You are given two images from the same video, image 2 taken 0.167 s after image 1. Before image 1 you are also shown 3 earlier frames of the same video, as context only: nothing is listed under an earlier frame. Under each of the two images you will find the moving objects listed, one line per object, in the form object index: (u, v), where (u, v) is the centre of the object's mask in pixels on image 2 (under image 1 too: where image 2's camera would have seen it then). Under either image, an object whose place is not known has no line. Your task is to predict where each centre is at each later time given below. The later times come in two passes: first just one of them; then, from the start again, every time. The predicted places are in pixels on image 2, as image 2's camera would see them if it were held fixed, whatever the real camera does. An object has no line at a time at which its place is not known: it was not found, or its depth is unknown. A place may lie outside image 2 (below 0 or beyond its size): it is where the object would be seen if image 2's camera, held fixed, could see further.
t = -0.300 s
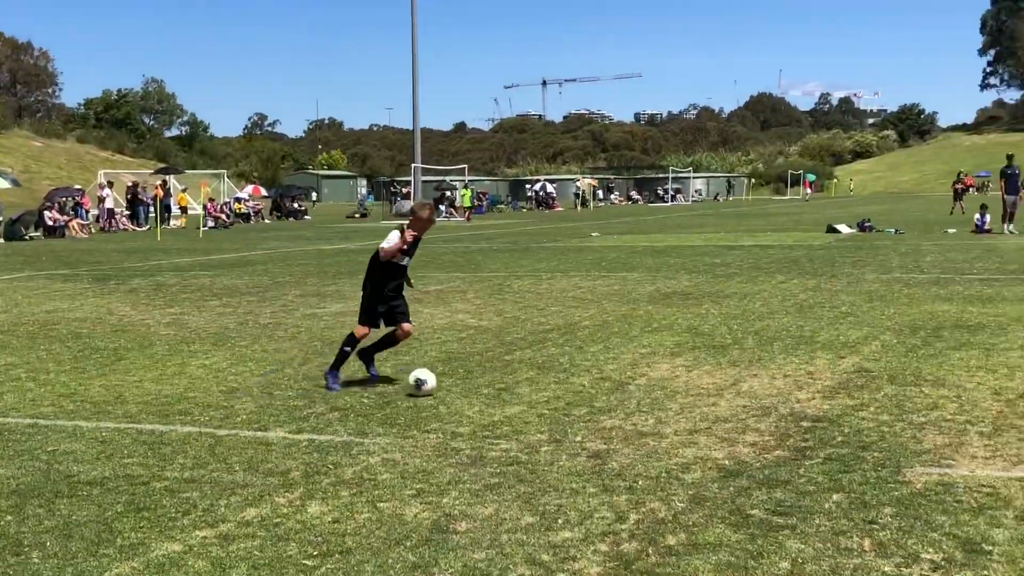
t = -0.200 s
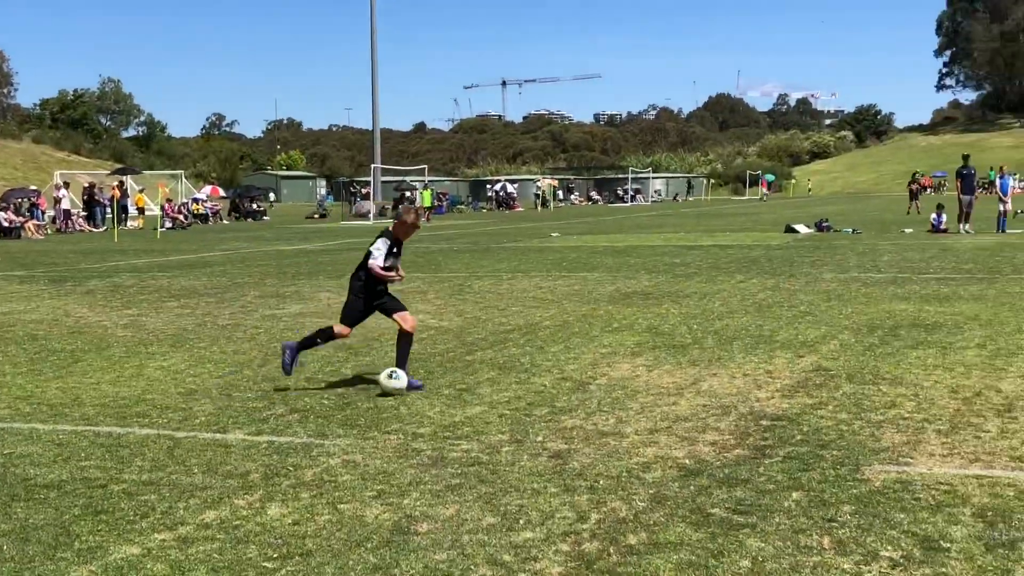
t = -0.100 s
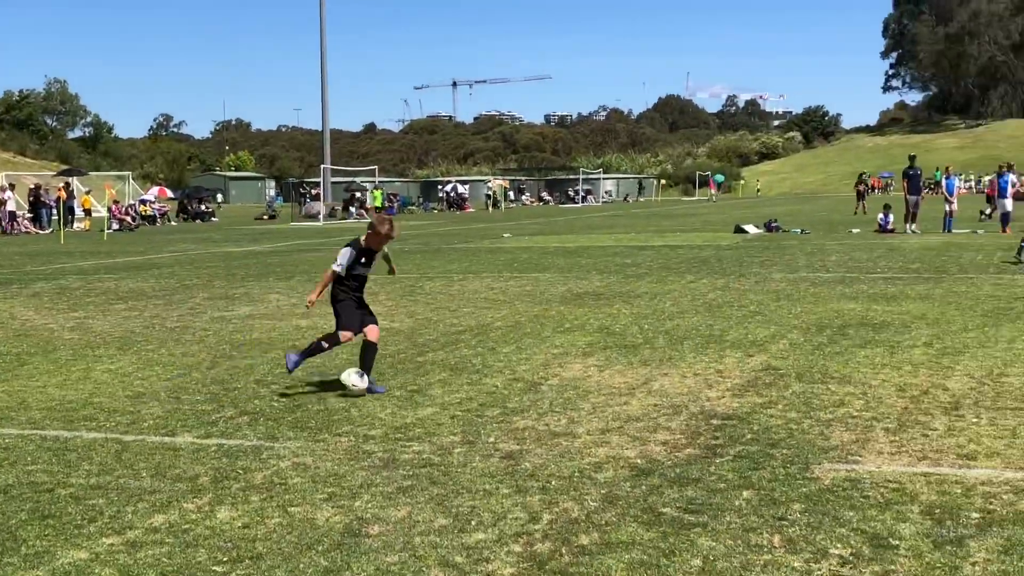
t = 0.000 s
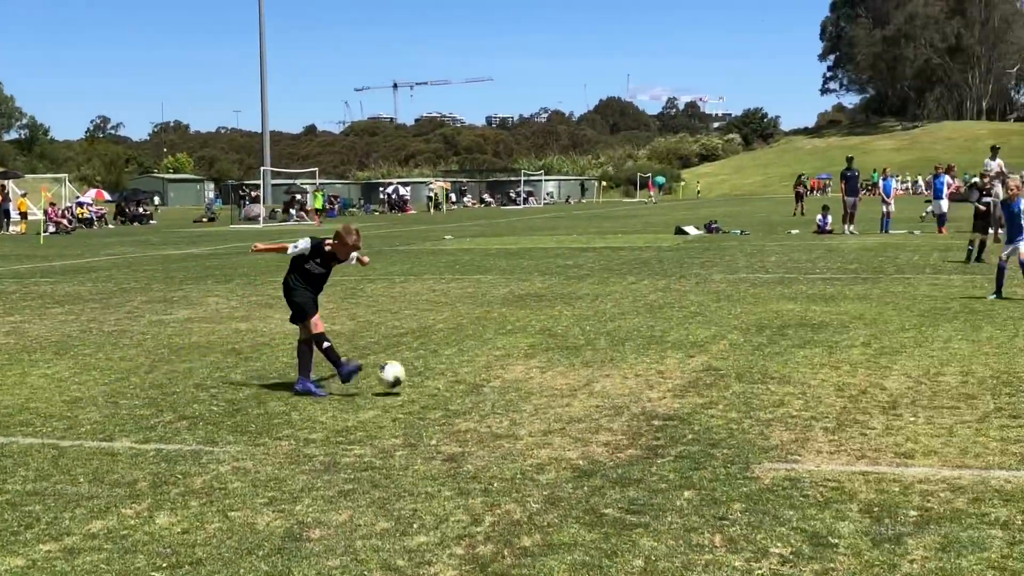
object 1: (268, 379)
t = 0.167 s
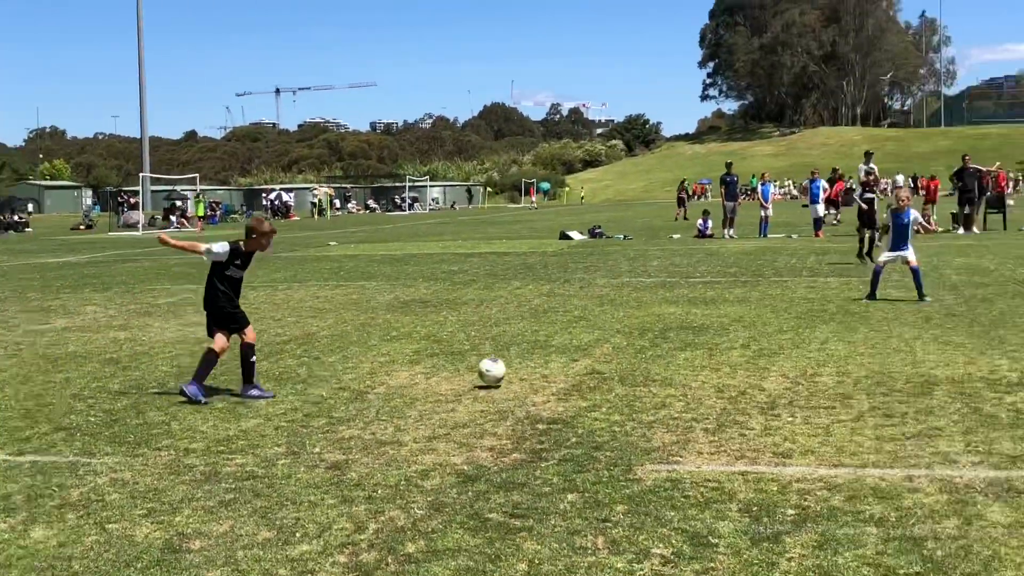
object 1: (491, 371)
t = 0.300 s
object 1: (636, 365)
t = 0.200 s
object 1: (534, 373)
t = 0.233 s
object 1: (569, 369)
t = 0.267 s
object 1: (602, 365)
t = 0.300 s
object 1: (636, 365)
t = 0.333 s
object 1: (668, 363)
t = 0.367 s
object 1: (700, 363)
